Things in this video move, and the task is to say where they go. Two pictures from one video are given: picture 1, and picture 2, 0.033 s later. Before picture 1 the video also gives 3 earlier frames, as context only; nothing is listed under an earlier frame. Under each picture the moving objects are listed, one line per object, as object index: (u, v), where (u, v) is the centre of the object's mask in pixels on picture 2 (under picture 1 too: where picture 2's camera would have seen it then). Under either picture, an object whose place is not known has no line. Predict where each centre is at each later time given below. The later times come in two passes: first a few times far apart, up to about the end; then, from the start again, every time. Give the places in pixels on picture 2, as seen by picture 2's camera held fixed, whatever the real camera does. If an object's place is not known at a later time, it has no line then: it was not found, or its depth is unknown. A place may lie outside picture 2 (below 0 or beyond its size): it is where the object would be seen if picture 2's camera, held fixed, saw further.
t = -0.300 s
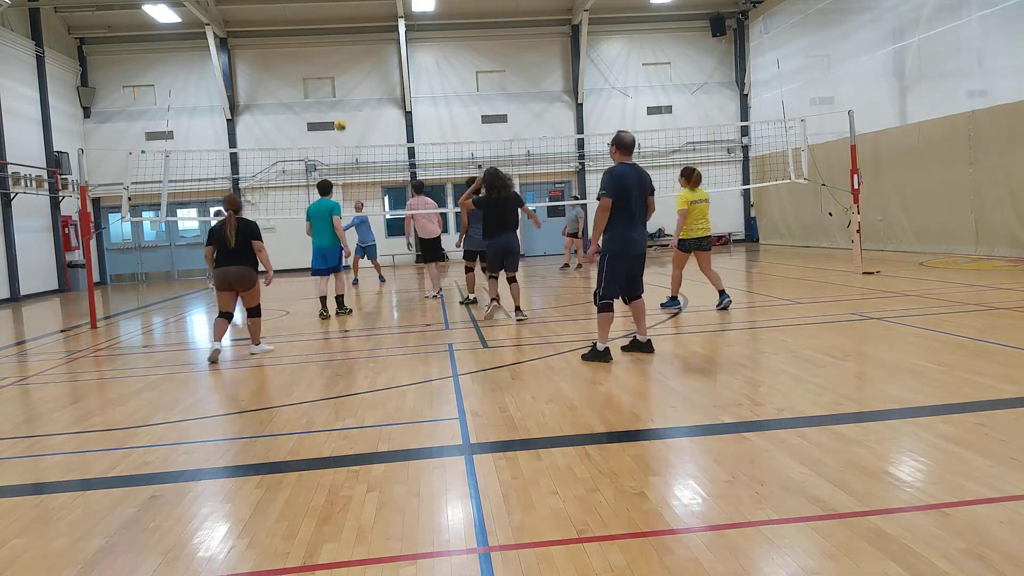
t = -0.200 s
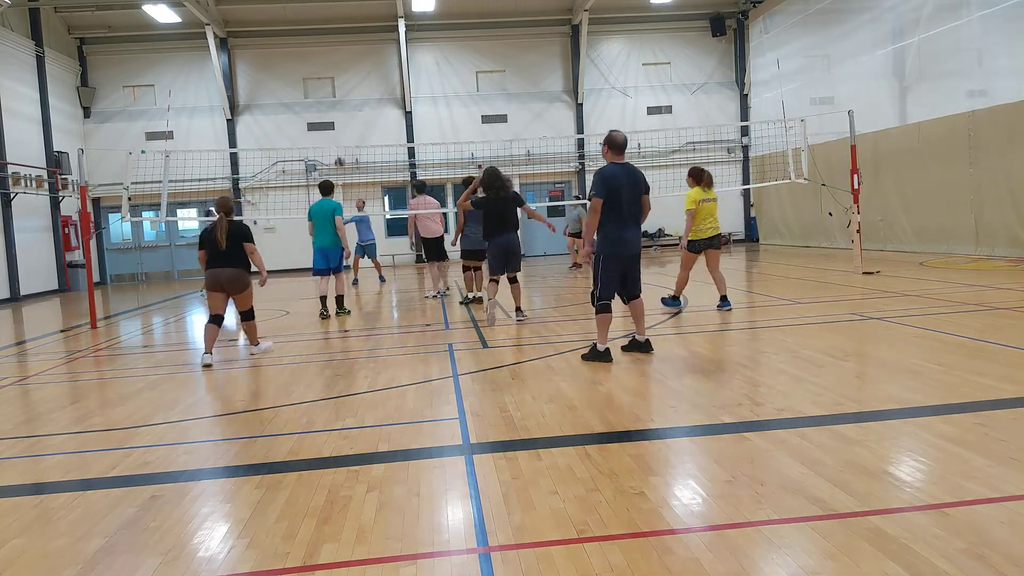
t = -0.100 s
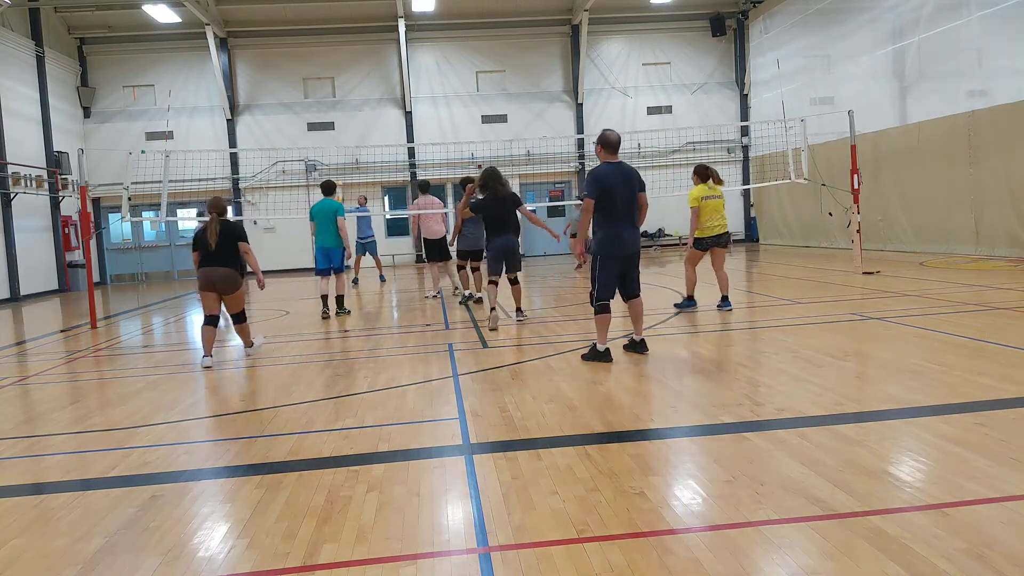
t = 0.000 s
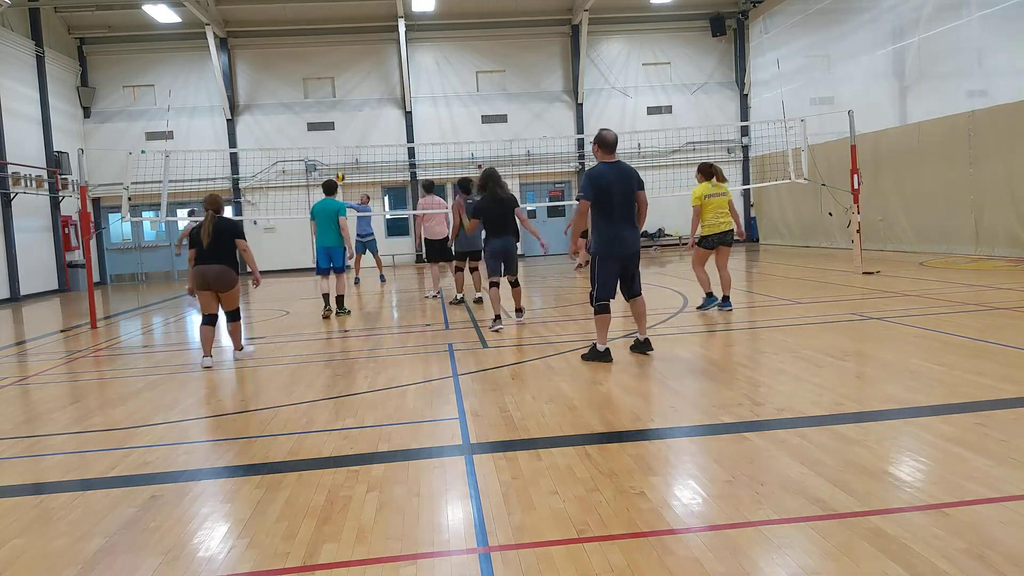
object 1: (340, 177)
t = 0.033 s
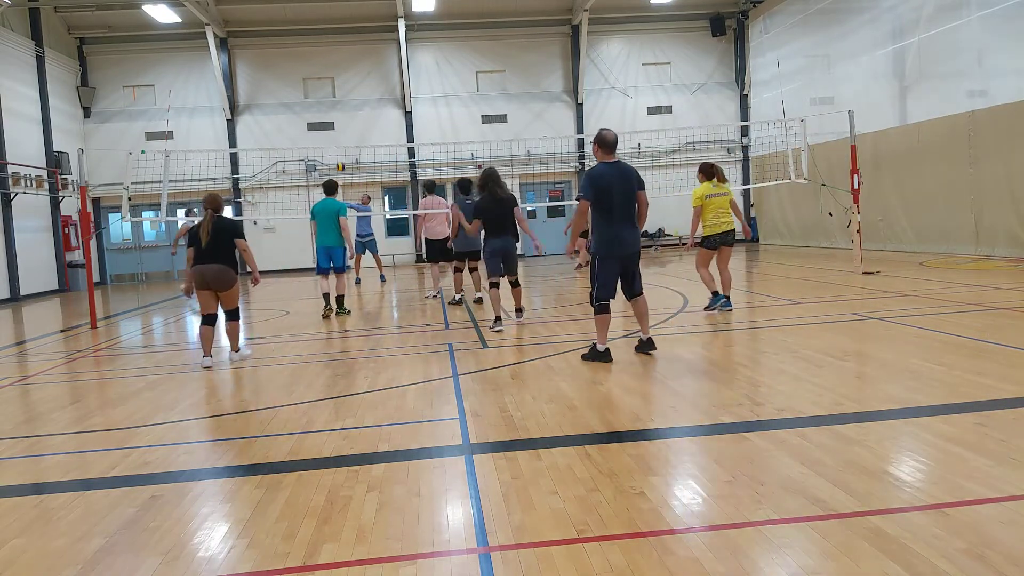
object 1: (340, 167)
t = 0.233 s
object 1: (345, 113)
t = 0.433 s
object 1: (351, 76)
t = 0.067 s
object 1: (341, 157)
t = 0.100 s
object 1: (341, 147)
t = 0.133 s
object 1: (342, 138)
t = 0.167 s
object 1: (343, 129)
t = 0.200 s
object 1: (344, 121)
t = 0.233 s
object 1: (345, 113)
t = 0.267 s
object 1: (346, 106)
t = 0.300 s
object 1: (347, 98)
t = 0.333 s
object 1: (348, 91)
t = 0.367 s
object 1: (350, 86)
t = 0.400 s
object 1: (350, 80)
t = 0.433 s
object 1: (351, 76)
